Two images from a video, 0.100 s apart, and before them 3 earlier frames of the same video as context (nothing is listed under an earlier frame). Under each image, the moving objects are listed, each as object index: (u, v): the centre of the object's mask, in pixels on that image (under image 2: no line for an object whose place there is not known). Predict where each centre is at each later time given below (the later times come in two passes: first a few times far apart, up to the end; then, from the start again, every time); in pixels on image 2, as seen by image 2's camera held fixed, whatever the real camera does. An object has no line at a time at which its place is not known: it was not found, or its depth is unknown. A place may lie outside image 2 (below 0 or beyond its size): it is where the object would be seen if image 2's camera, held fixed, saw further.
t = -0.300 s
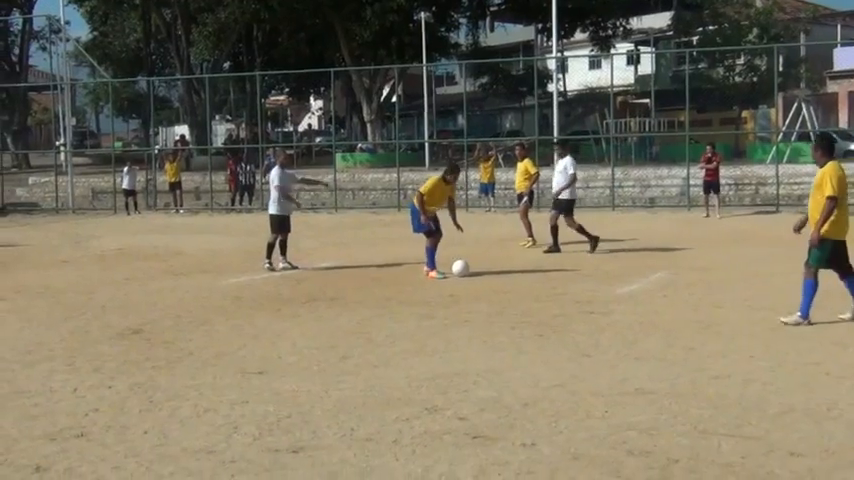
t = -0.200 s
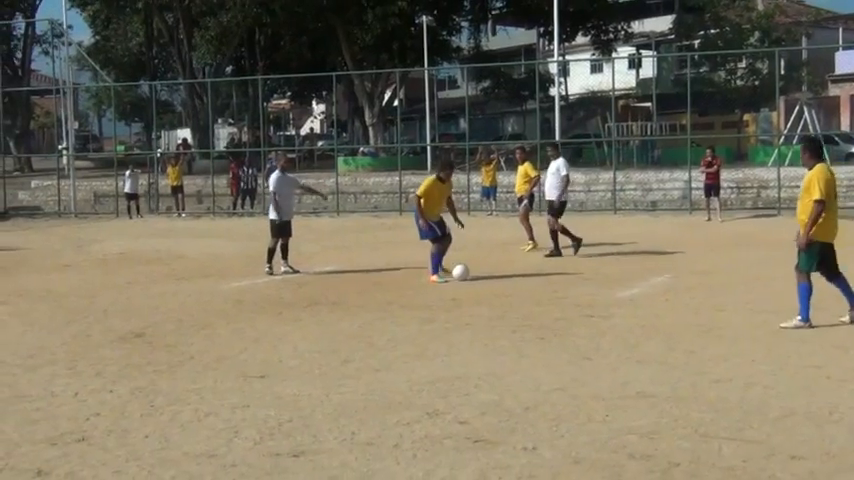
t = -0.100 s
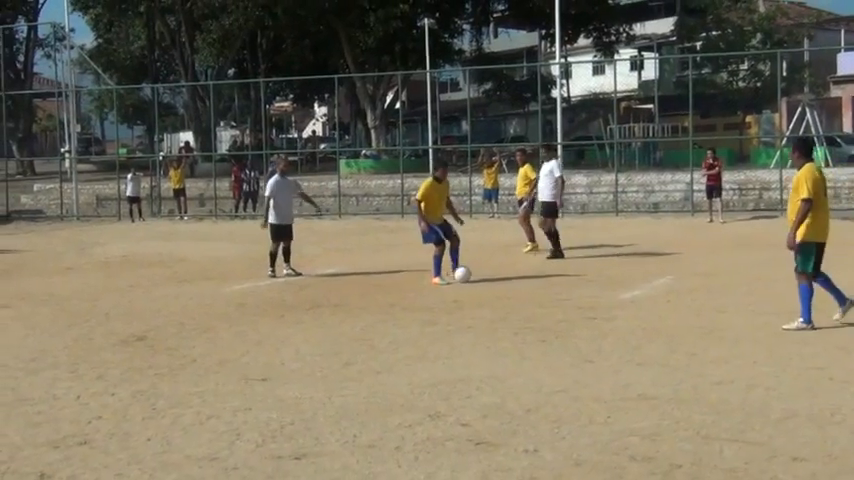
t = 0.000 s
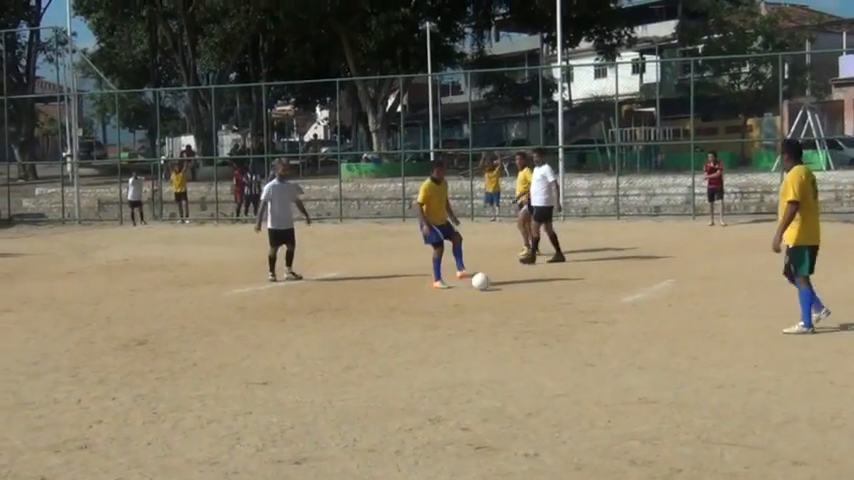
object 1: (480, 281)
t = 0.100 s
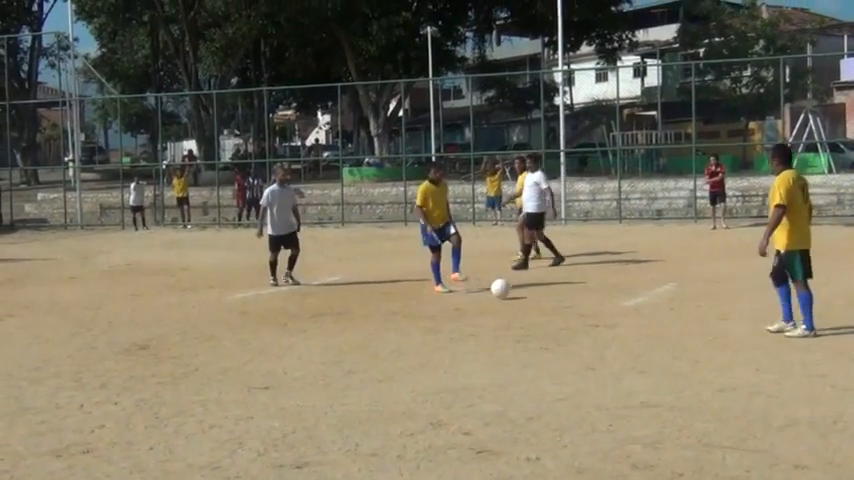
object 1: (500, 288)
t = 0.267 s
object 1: (531, 299)
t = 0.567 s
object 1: (584, 309)
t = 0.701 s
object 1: (611, 321)
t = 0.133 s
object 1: (506, 291)
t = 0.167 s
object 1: (512, 293)
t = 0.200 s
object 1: (519, 294)
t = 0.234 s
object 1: (525, 296)
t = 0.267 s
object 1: (531, 299)
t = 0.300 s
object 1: (537, 300)
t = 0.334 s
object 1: (543, 299)
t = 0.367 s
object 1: (548, 299)
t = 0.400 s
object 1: (554, 301)
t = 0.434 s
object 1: (560, 305)
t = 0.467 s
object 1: (566, 308)
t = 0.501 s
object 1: (572, 307)
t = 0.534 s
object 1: (578, 307)
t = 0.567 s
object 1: (584, 309)
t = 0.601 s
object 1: (591, 312)
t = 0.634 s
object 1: (598, 316)
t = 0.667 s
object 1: (605, 319)
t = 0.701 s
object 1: (611, 321)
